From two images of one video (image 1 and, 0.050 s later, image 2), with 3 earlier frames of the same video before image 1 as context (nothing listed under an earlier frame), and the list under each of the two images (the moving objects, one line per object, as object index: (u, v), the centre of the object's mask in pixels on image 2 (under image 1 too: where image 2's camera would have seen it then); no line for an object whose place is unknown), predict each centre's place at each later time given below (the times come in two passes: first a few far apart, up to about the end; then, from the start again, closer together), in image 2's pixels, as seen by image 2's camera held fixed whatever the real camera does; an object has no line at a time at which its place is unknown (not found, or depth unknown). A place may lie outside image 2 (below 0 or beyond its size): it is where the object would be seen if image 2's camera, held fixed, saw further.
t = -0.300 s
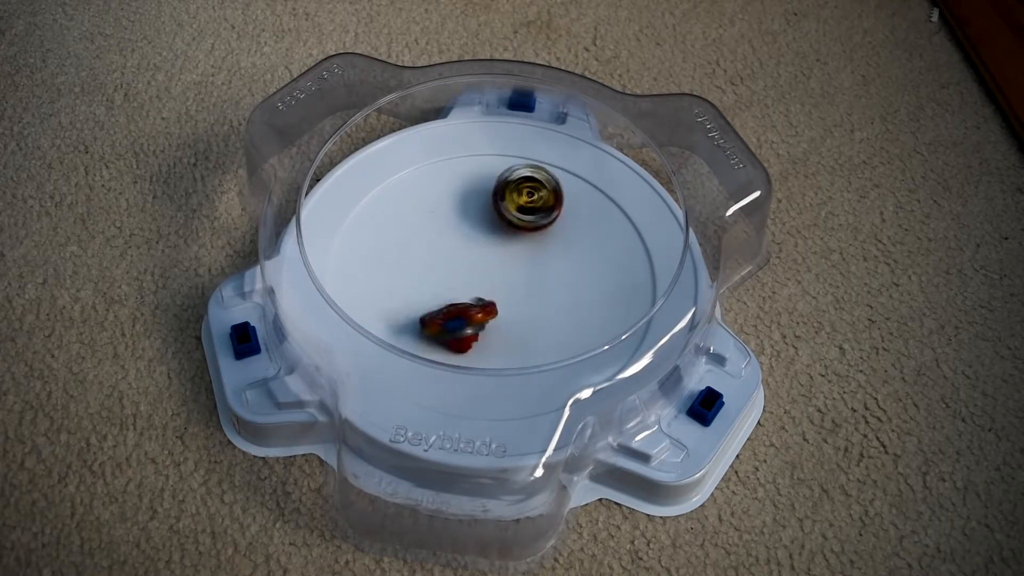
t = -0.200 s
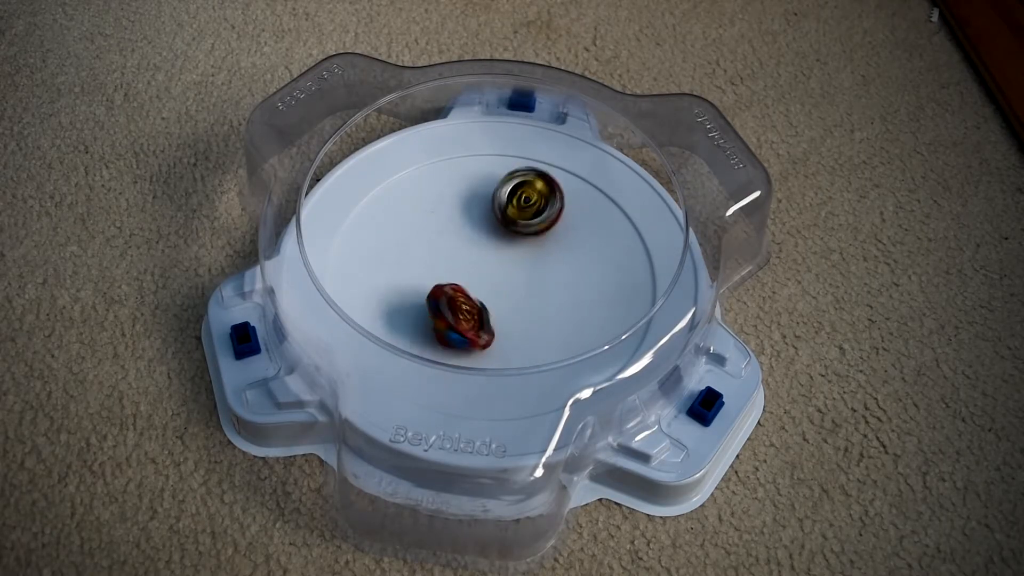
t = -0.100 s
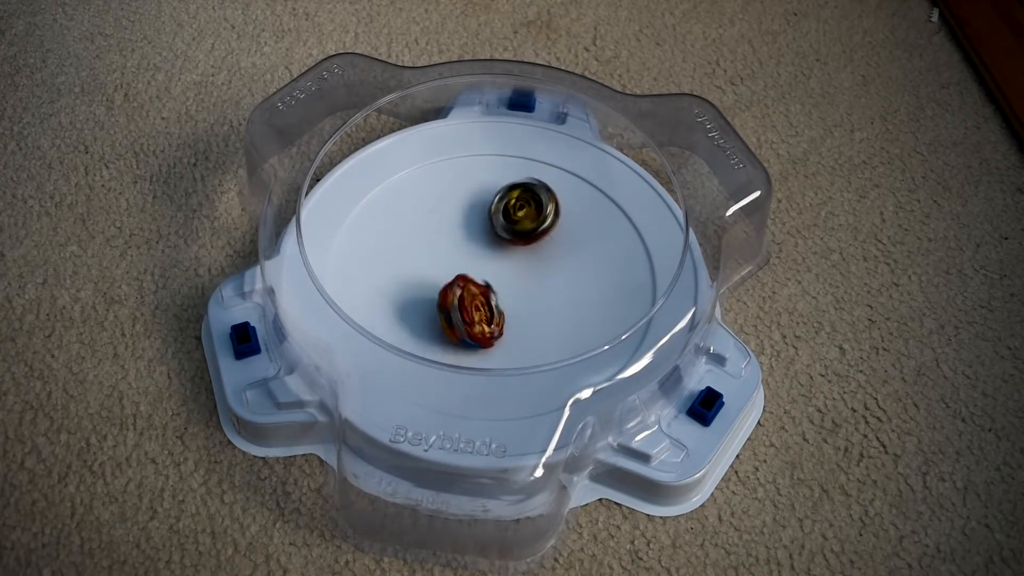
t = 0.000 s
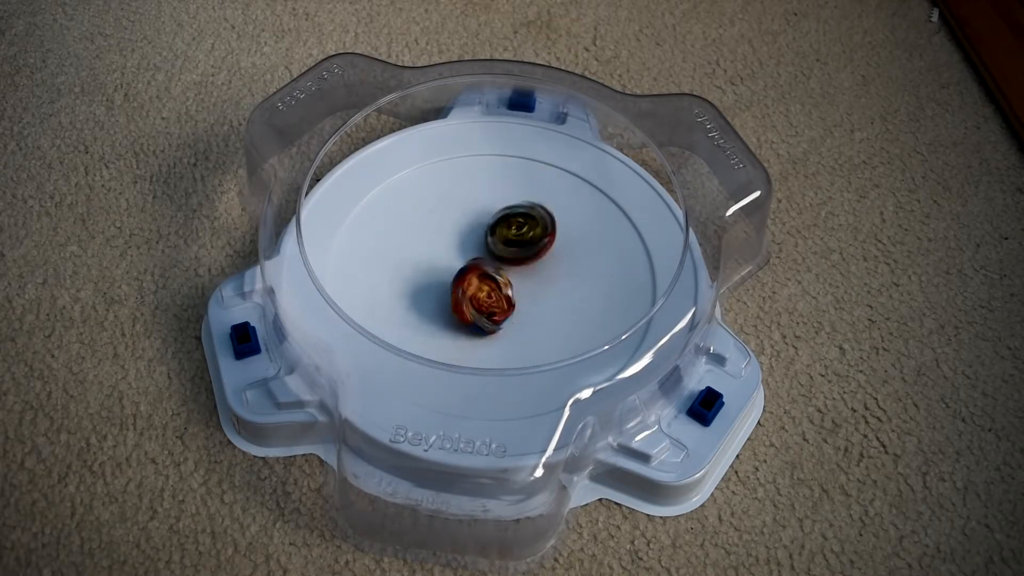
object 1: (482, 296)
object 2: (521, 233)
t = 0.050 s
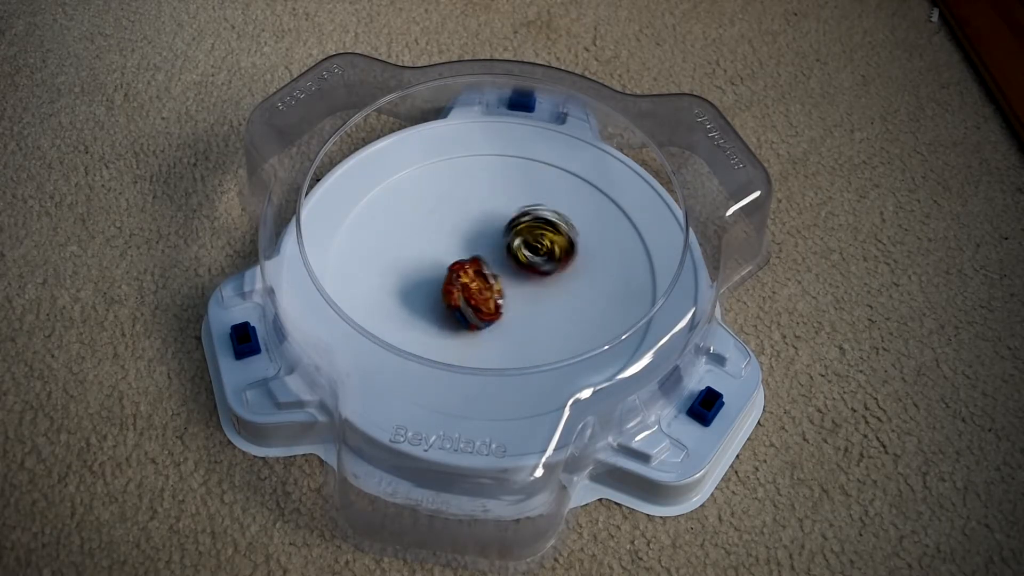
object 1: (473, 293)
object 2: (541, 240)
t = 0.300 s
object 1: (444, 298)
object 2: (589, 257)
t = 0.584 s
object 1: (448, 288)
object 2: (516, 291)
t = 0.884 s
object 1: (439, 291)
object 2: (494, 262)
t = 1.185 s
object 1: (439, 291)
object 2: (517, 250)
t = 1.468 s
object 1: (439, 291)
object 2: (498, 267)
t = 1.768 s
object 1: (439, 291)
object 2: (481, 255)
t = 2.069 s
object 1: (437, 292)
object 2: (502, 269)
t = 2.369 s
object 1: (432, 289)
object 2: (511, 288)
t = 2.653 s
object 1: (431, 288)
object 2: (495, 301)
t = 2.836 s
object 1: (431, 288)
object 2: (495, 298)
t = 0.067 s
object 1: (466, 294)
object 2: (550, 242)
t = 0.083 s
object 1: (460, 295)
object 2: (556, 243)
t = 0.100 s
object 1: (455, 295)
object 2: (562, 241)
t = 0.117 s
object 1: (450, 297)
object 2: (569, 239)
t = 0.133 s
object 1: (447, 298)
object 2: (576, 239)
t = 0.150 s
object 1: (444, 299)
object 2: (581, 241)
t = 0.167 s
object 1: (443, 299)
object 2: (584, 243)
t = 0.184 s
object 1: (442, 300)
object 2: (586, 245)
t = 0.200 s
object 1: (441, 300)
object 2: (587, 246)
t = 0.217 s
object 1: (441, 300)
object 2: (588, 247)
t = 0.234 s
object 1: (441, 300)
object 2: (588, 248)
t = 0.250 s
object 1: (441, 300)
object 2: (590, 250)
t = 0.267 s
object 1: (442, 299)
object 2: (591, 252)
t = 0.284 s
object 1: (443, 299)
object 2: (590, 255)
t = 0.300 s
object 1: (444, 298)
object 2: (589, 257)
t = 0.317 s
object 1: (445, 297)
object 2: (589, 259)
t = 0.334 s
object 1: (446, 295)
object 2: (588, 262)
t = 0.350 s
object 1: (447, 294)
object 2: (585, 265)
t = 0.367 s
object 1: (447, 292)
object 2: (583, 268)
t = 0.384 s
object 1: (448, 291)
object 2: (581, 270)
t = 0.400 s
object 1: (448, 289)
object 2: (578, 273)
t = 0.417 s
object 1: (448, 289)
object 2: (573, 276)
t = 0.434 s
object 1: (448, 288)
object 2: (569, 279)
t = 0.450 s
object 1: (448, 288)
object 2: (564, 282)
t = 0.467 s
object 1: (448, 287)
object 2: (558, 284)
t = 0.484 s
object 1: (448, 287)
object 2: (552, 286)
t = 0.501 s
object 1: (448, 287)
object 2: (547, 288)
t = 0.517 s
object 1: (448, 287)
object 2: (542, 289)
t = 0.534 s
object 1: (448, 287)
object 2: (535, 289)
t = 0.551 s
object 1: (448, 288)
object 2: (528, 290)
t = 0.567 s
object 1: (448, 288)
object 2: (522, 291)
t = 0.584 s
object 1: (448, 288)
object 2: (516, 291)
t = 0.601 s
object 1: (447, 289)
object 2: (509, 290)
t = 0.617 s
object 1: (446, 290)
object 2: (504, 290)
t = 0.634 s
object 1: (446, 291)
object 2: (500, 289)
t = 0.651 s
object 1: (445, 291)
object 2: (497, 286)
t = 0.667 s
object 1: (443, 292)
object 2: (494, 285)
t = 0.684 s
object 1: (440, 292)
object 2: (493, 284)
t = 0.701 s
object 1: (438, 291)
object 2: (492, 283)
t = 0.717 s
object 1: (438, 291)
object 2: (491, 281)
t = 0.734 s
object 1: (439, 292)
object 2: (488, 278)
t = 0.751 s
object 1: (438, 292)
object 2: (489, 276)
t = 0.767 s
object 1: (437, 291)
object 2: (490, 276)
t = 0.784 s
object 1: (438, 291)
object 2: (492, 274)
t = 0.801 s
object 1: (438, 291)
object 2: (492, 273)
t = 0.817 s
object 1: (438, 291)
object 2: (492, 271)
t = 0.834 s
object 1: (437, 291)
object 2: (492, 269)
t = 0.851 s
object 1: (438, 291)
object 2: (493, 266)
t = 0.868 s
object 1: (439, 291)
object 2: (493, 265)
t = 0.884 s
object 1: (439, 291)
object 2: (494, 262)
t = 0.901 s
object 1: (439, 291)
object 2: (495, 259)
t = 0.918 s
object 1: (439, 291)
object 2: (496, 257)
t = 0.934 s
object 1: (439, 291)
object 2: (498, 256)
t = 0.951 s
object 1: (439, 291)
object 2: (500, 255)
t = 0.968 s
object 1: (439, 291)
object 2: (501, 254)
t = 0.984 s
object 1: (439, 291)
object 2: (502, 252)
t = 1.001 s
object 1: (439, 291)
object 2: (504, 251)
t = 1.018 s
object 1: (439, 291)
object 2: (506, 250)
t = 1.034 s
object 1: (439, 291)
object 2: (508, 250)
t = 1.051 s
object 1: (439, 291)
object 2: (509, 249)
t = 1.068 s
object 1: (439, 291)
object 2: (511, 250)
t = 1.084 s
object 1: (439, 291)
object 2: (513, 249)
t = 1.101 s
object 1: (439, 291)
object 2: (514, 250)
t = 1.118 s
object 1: (439, 291)
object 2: (515, 250)
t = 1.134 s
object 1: (439, 291)
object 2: (516, 249)
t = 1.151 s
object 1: (439, 291)
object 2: (517, 249)
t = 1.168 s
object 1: (439, 291)
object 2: (517, 250)
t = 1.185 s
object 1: (439, 291)
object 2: (517, 250)
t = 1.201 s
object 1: (439, 291)
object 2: (516, 251)
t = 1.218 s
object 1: (439, 291)
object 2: (517, 252)
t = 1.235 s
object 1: (439, 291)
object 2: (517, 253)
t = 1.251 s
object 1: (439, 291)
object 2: (516, 255)
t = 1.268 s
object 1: (439, 291)
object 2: (516, 256)
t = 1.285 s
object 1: (439, 291)
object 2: (515, 256)
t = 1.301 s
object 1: (439, 291)
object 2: (515, 258)
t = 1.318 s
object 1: (439, 291)
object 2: (514, 259)
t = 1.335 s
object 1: (439, 291)
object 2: (512, 260)
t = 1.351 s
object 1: (439, 291)
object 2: (511, 261)
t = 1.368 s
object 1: (439, 291)
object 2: (511, 262)
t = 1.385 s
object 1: (439, 291)
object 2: (509, 263)
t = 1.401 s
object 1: (439, 291)
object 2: (508, 264)
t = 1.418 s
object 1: (439, 291)
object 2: (505, 265)
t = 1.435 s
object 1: (439, 291)
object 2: (502, 266)
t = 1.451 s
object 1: (439, 291)
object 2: (501, 267)
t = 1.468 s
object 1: (439, 291)
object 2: (498, 267)
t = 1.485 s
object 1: (439, 291)
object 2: (496, 267)
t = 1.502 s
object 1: (439, 291)
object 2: (494, 267)
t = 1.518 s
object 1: (439, 291)
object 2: (492, 266)
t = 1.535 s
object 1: (439, 291)
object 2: (491, 266)
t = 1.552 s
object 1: (439, 291)
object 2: (490, 266)
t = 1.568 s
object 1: (439, 291)
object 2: (489, 265)
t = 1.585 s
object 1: (439, 291)
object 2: (487, 264)
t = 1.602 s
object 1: (439, 291)
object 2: (486, 263)
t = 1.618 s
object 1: (439, 291)
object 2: (485, 262)
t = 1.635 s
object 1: (439, 292)
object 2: (483, 261)
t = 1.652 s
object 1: (439, 291)
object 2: (482, 261)
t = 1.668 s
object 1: (439, 291)
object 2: (481, 259)
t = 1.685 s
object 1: (439, 291)
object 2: (481, 258)
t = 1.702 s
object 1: (439, 291)
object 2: (481, 258)
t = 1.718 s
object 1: (439, 291)
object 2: (482, 257)
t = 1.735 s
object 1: (439, 291)
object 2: (482, 256)
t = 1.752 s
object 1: (439, 291)
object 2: (482, 256)
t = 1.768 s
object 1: (439, 291)
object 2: (481, 255)
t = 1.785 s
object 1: (439, 291)
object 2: (481, 254)
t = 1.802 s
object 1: (439, 291)
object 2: (481, 253)
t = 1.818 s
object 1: (439, 291)
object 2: (481, 252)
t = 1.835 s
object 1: (439, 291)
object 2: (482, 251)
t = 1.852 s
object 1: (439, 291)
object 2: (482, 252)
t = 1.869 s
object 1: (439, 291)
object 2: (483, 253)
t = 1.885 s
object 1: (439, 291)
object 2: (484, 254)
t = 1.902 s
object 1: (439, 291)
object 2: (486, 255)
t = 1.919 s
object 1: (437, 291)
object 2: (488, 256)
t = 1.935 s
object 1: (436, 291)
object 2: (491, 256)
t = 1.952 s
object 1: (436, 291)
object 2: (493, 257)
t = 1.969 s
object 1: (436, 291)
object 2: (496, 258)
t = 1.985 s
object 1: (437, 292)
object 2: (498, 259)
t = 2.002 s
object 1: (437, 292)
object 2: (499, 262)
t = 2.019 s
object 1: (437, 292)
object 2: (499, 264)
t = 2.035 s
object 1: (437, 292)
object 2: (501, 265)
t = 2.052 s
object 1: (437, 292)
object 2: (501, 267)
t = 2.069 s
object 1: (437, 292)
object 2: (502, 269)
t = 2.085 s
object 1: (437, 292)
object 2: (502, 270)
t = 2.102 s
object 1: (438, 292)
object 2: (502, 271)
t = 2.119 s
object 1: (437, 292)
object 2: (504, 272)
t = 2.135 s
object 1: (437, 292)
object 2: (506, 272)
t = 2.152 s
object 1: (438, 292)
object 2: (507, 273)
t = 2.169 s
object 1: (438, 292)
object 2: (508, 275)
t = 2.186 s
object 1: (438, 292)
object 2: (509, 276)
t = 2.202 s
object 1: (437, 292)
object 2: (508, 277)
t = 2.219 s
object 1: (437, 292)
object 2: (508, 279)
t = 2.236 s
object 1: (437, 291)
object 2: (507, 280)
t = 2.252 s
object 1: (436, 291)
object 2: (507, 281)
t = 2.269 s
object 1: (435, 291)
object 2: (510, 282)
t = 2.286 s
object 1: (434, 290)
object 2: (511, 283)
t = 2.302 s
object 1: (434, 290)
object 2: (511, 284)
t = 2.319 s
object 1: (434, 289)
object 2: (510, 285)
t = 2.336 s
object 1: (434, 289)
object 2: (509, 286)
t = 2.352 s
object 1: (433, 289)
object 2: (510, 287)
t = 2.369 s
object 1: (432, 289)
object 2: (511, 288)
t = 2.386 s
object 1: (432, 289)
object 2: (510, 289)
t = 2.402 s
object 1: (432, 289)
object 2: (510, 290)
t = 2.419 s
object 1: (432, 289)
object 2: (509, 291)
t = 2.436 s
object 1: (432, 289)
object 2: (507, 292)
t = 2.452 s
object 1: (432, 289)
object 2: (504, 293)
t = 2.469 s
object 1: (432, 289)
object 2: (501, 294)
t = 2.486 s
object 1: (432, 289)
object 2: (500, 294)
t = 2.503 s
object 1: (431, 288)
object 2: (500, 295)
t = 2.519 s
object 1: (431, 288)
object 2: (500, 296)
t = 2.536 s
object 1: (431, 288)
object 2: (500, 297)
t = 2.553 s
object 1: (431, 288)
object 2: (499, 298)
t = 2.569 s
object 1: (431, 288)
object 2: (498, 298)
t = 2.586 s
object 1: (431, 288)
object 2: (497, 299)
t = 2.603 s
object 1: (431, 288)
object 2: (495, 300)
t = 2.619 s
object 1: (431, 288)
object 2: (495, 300)
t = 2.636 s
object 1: (431, 288)
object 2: (494, 300)
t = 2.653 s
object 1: (431, 288)
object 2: (495, 301)
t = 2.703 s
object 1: (431, 288)
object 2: (495, 300)
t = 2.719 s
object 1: (431, 288)
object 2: (495, 300)
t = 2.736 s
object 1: (431, 288)
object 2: (495, 299)
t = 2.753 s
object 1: (431, 288)
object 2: (495, 299)
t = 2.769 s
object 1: (431, 288)
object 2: (495, 299)
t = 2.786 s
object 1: (431, 288)
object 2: (495, 298)
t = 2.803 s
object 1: (431, 288)
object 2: (495, 298)
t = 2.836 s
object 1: (431, 288)
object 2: (495, 298)
